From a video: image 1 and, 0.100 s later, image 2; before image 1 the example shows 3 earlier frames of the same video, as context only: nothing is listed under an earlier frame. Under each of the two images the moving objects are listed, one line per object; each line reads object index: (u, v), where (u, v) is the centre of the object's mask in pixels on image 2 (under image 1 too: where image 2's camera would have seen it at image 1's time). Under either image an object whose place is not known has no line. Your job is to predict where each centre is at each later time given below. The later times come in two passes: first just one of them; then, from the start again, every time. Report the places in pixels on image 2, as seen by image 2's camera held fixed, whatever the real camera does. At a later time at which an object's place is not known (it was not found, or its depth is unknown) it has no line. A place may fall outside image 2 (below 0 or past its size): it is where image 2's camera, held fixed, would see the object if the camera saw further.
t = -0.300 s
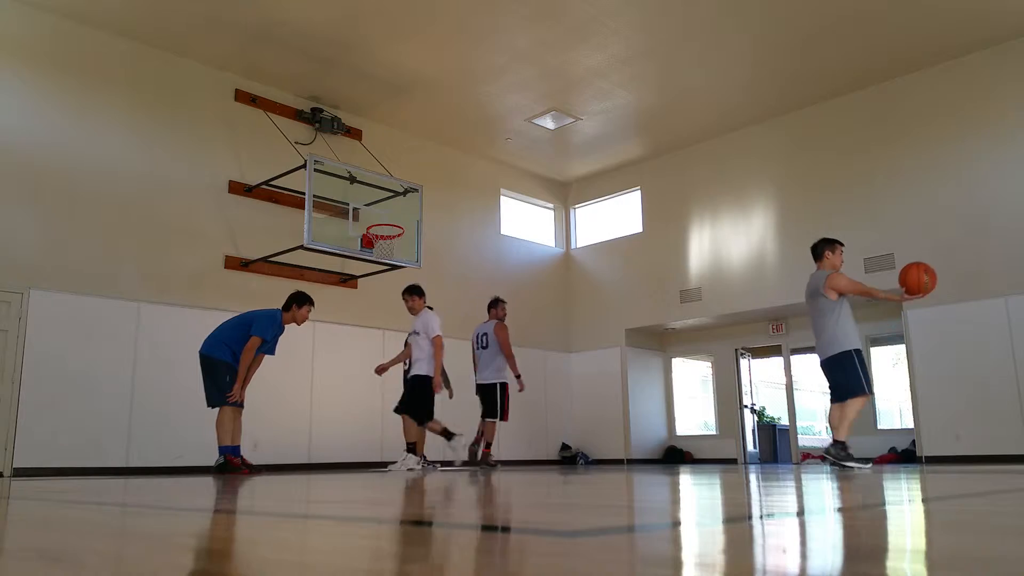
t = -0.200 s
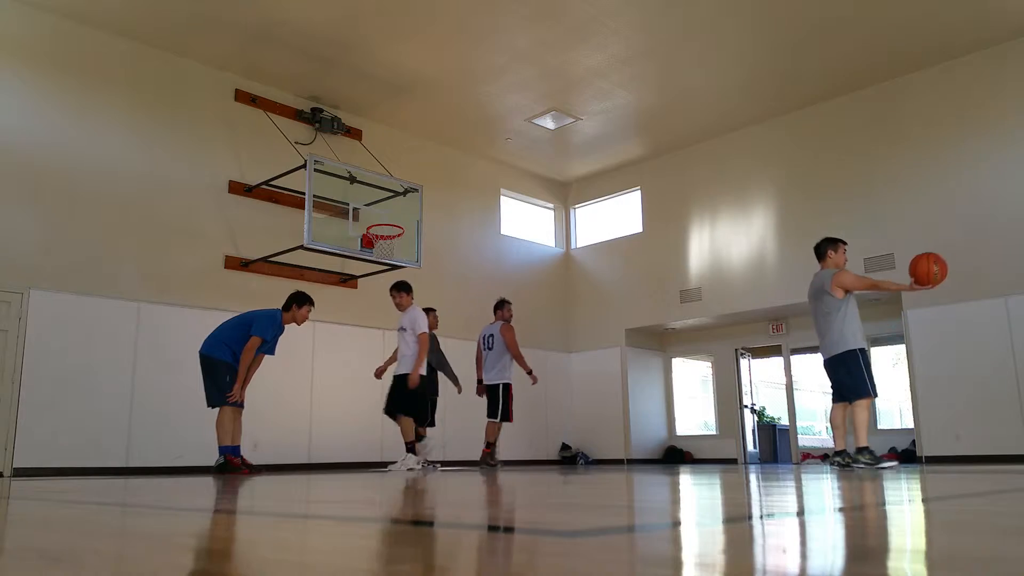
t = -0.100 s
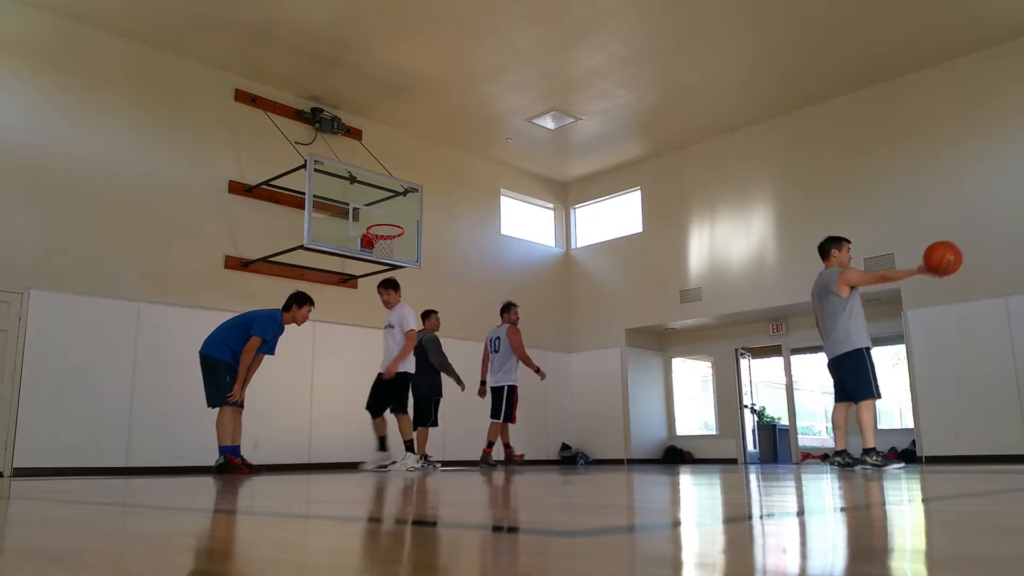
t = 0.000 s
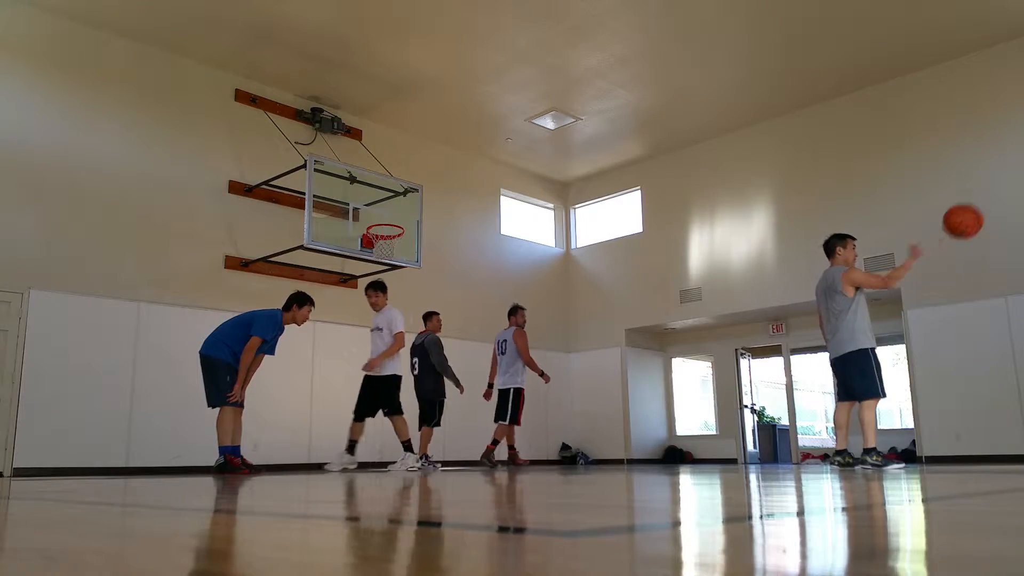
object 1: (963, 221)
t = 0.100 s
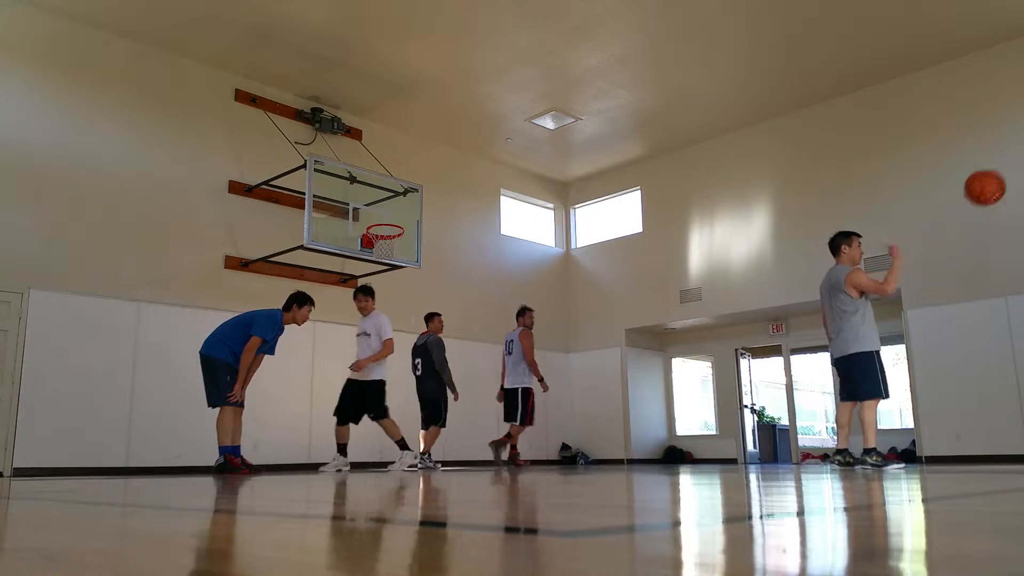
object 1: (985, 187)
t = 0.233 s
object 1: (1012, 163)
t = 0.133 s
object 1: (993, 179)
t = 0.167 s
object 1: (1001, 172)
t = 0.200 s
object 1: (1007, 167)
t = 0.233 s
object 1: (1012, 163)
